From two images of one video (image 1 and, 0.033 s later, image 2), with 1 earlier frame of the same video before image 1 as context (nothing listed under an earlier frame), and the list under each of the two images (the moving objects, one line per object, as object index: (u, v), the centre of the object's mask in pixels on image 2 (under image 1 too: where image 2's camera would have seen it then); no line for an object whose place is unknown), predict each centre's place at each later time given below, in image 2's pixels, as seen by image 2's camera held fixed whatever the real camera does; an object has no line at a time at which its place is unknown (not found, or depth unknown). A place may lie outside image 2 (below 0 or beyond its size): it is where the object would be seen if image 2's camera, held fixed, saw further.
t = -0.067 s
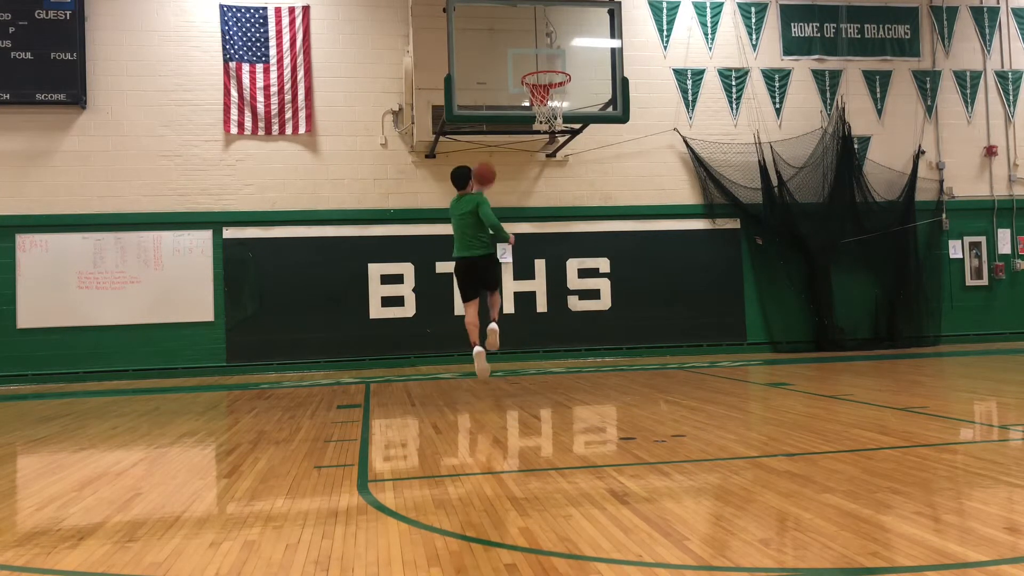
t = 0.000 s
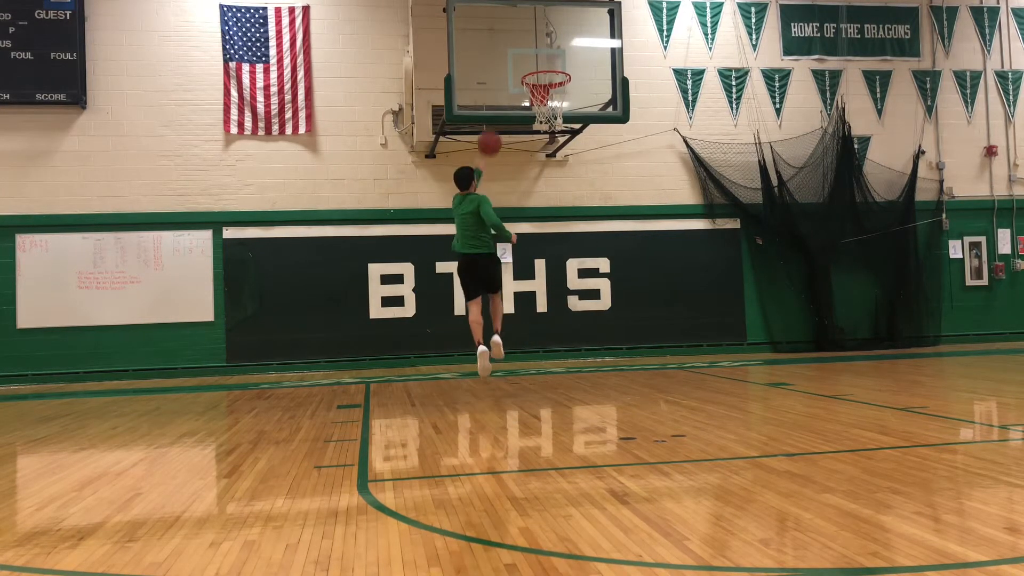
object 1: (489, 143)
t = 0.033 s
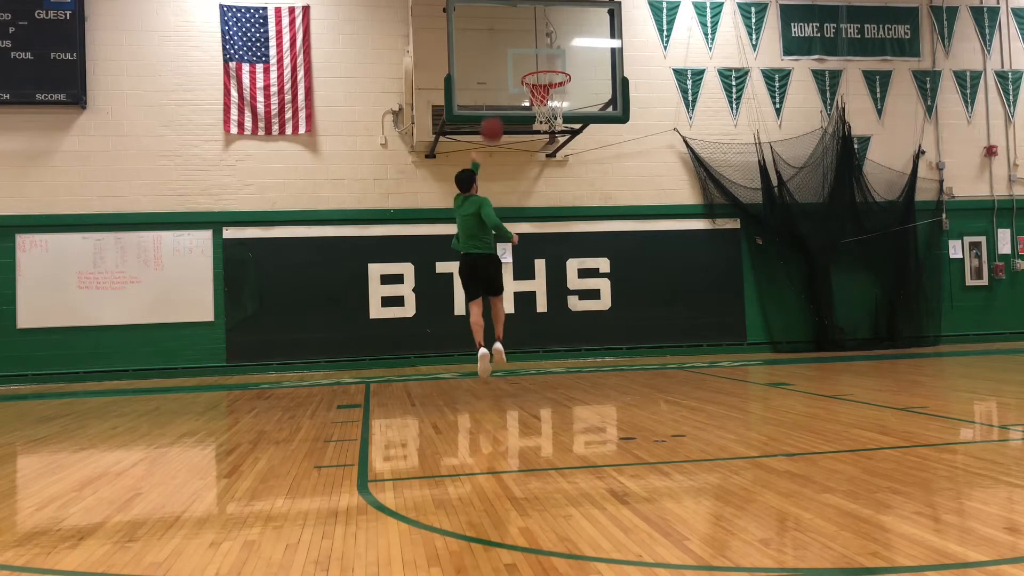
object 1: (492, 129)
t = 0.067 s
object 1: (495, 116)
